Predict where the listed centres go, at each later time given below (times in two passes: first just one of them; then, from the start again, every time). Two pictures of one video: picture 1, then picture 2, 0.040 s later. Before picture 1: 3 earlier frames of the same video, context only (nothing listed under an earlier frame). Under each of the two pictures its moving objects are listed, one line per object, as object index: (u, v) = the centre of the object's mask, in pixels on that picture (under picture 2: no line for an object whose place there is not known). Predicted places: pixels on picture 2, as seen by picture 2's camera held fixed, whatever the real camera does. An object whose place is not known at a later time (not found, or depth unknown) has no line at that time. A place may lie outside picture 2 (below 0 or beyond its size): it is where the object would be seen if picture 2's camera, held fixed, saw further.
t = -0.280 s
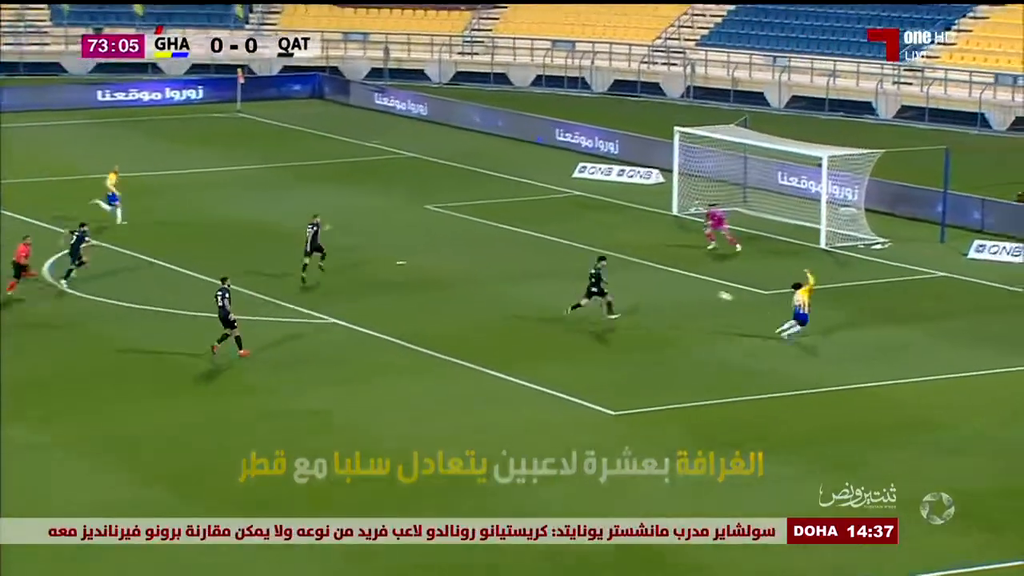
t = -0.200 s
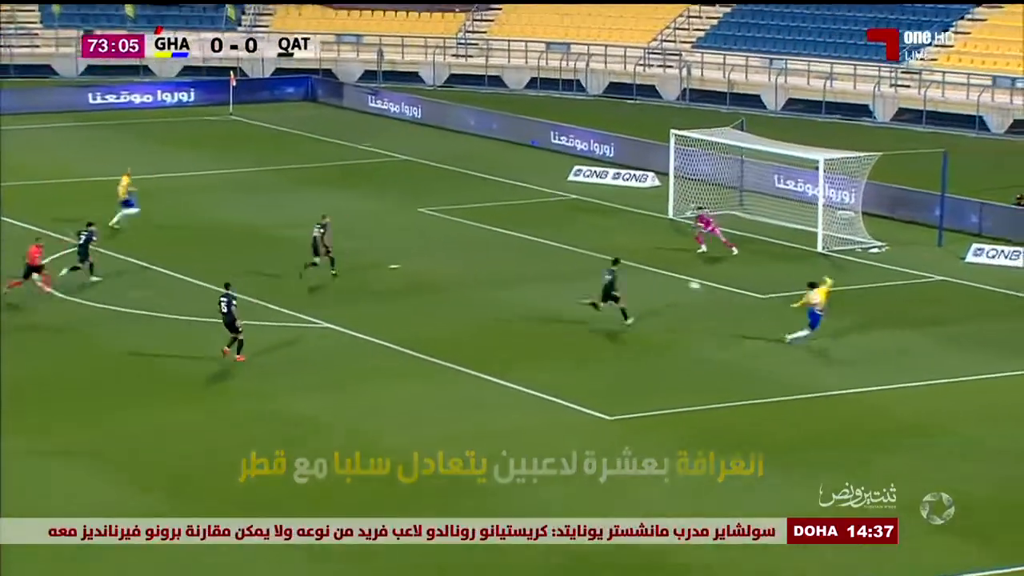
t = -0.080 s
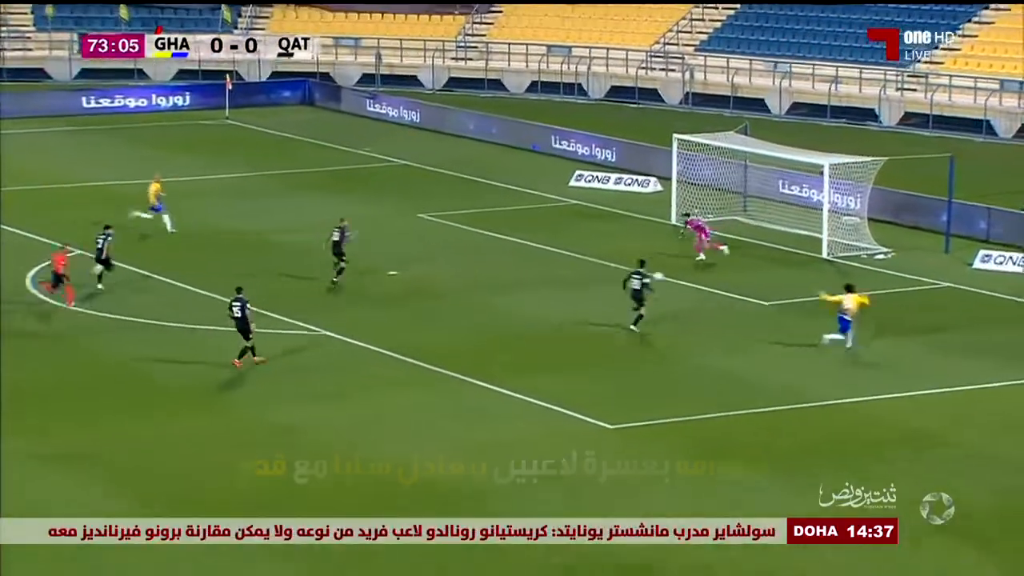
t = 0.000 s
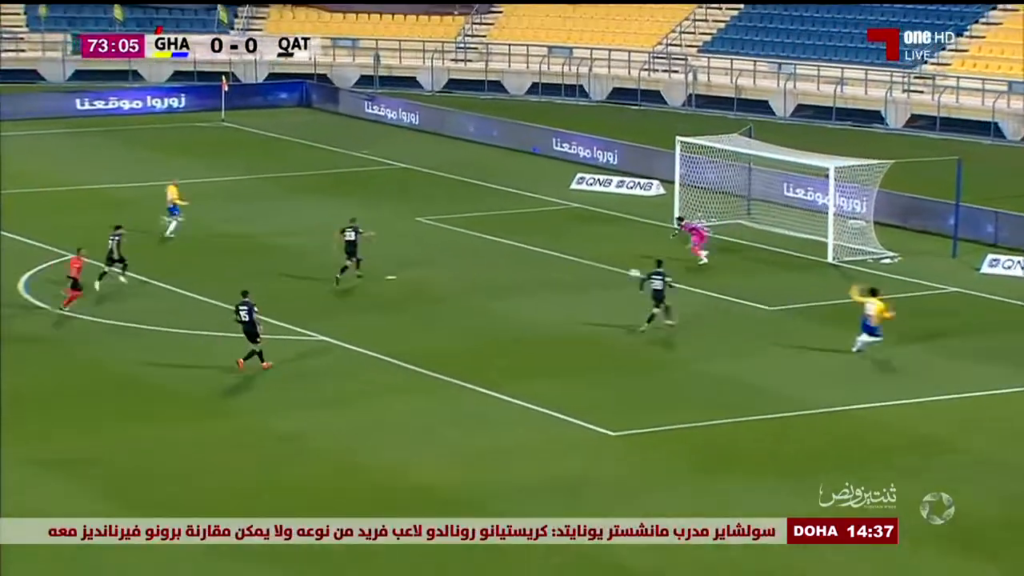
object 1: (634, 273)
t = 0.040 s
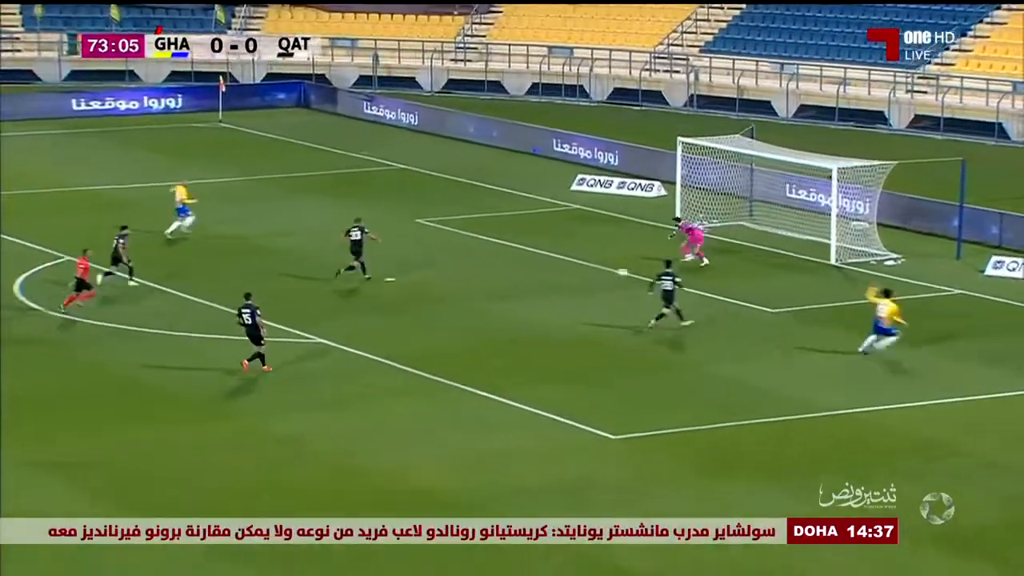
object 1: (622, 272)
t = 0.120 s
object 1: (597, 269)
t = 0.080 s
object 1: (609, 270)
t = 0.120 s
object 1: (597, 269)
